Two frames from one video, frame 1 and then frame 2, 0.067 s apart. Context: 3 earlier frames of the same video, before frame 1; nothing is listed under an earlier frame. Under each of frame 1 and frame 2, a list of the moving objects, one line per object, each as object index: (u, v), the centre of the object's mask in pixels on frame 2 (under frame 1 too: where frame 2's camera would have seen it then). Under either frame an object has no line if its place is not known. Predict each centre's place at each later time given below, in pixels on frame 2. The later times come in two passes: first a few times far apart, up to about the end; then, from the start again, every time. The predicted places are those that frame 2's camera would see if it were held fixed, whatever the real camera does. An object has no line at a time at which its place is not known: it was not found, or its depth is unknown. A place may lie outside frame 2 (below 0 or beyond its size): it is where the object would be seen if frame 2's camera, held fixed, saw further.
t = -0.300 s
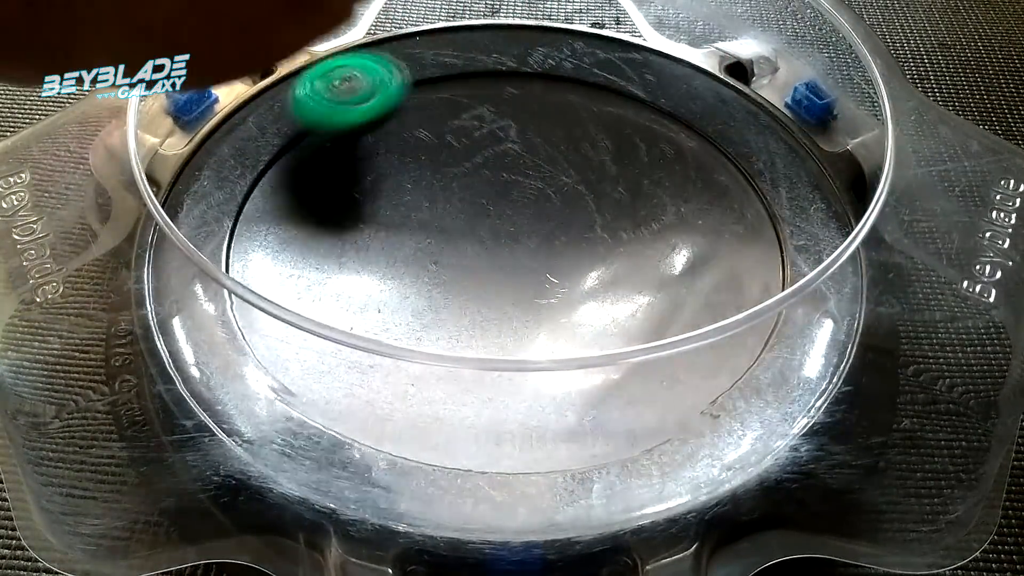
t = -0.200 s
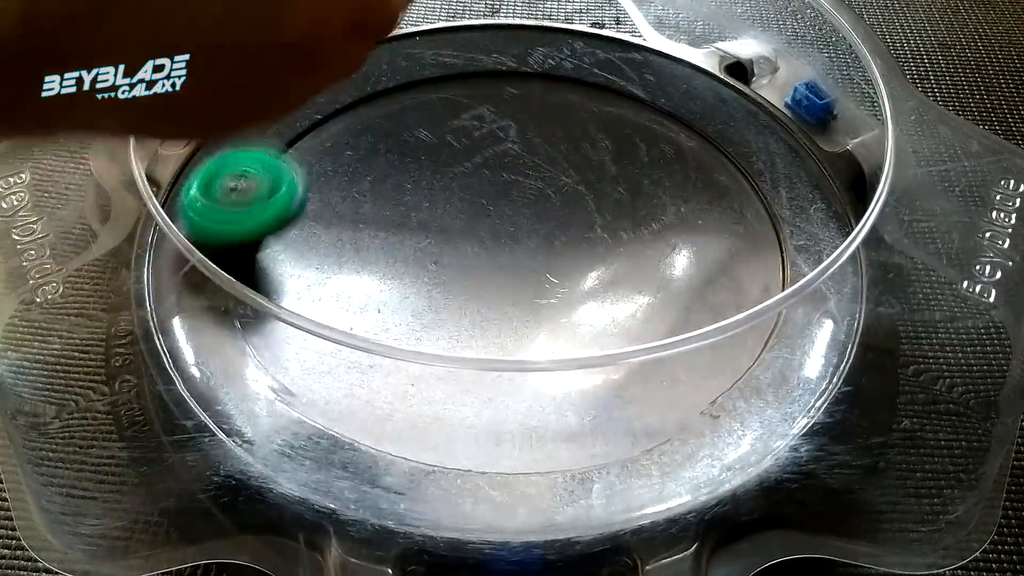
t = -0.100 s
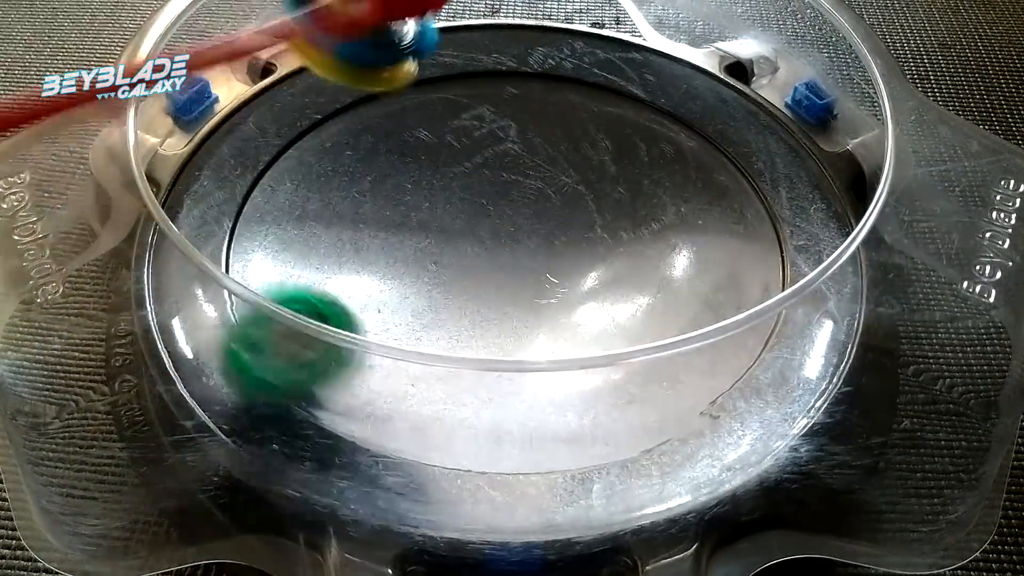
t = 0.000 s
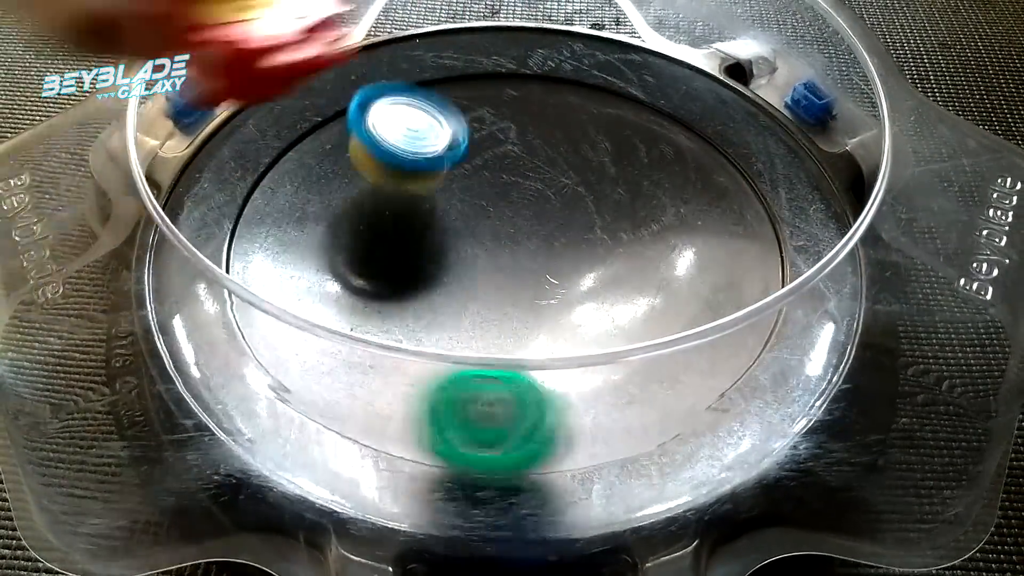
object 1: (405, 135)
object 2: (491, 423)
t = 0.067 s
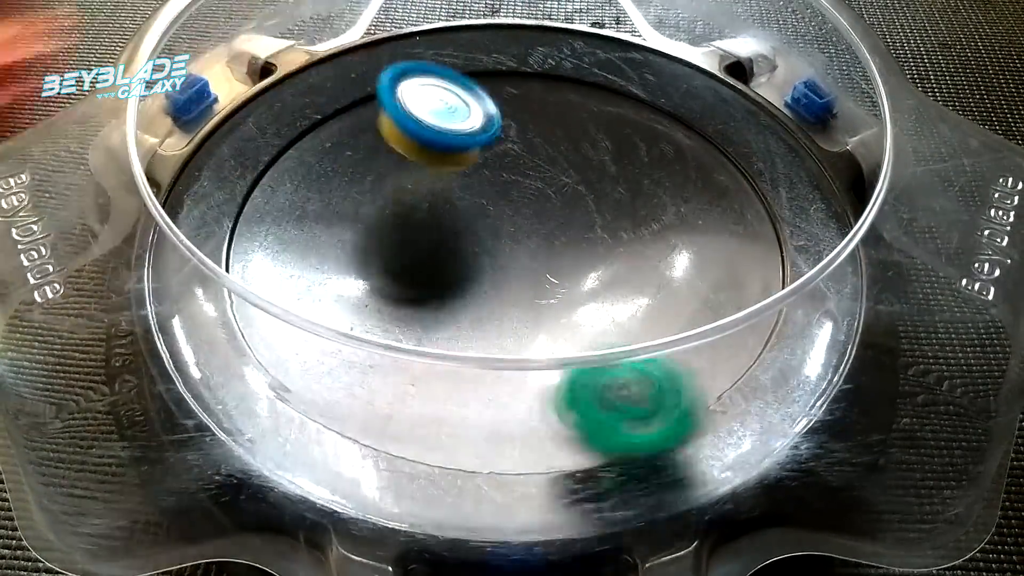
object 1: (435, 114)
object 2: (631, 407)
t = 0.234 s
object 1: (512, 151)
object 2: (771, 246)
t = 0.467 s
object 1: (537, 204)
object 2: (625, 69)
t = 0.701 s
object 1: (468, 216)
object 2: (316, 98)
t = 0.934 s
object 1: (417, 172)
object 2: (292, 352)
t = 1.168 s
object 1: (446, 147)
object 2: (669, 395)
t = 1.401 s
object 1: (478, 177)
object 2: (761, 175)
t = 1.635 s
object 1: (501, 225)
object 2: (545, 48)
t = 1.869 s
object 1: (540, 203)
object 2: (289, 121)
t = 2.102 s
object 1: (520, 148)
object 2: (283, 344)
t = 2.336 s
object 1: (476, 146)
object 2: (646, 404)
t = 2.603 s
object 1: (543, 230)
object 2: (756, 163)
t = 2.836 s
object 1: (570, 228)
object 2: (534, 48)
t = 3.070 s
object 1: (517, 181)
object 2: (304, 108)
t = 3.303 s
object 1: (507, 196)
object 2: (269, 299)
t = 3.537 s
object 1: (538, 259)
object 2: (591, 403)
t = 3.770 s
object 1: (582, 241)
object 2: (748, 207)
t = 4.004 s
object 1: (504, 230)
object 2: (612, 67)
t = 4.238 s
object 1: (460, 253)
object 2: (403, 61)
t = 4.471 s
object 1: (511, 257)
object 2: (272, 194)
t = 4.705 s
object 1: (523, 245)
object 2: (411, 367)
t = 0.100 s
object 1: (453, 133)
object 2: (687, 389)
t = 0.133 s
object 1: (470, 140)
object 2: (724, 355)
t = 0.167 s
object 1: (485, 145)
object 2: (753, 323)
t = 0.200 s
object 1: (499, 141)
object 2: (764, 281)
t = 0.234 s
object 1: (512, 151)
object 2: (771, 246)
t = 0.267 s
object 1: (524, 160)
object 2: (776, 218)
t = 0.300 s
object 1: (532, 168)
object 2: (766, 187)
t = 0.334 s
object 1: (538, 175)
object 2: (750, 157)
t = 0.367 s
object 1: (541, 180)
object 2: (726, 130)
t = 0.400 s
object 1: (542, 197)
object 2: (698, 106)
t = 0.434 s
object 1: (541, 202)
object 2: (665, 85)
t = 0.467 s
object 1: (537, 204)
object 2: (625, 69)
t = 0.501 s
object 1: (531, 205)
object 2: (583, 57)
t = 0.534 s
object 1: (523, 222)
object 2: (539, 48)
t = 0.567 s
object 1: (512, 208)
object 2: (493, 46)
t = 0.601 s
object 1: (500, 207)
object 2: (447, 48)
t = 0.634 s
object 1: (487, 224)
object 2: (399, 60)
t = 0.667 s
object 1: (477, 216)
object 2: (357, 75)
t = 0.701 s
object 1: (468, 216)
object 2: (316, 98)
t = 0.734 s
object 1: (457, 208)
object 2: (282, 124)
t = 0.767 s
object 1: (445, 207)
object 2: (257, 156)
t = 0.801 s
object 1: (436, 203)
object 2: (241, 193)
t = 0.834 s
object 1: (428, 191)
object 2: (242, 227)
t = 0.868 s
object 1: (421, 188)
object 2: (245, 268)
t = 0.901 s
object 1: (419, 179)
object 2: (261, 312)
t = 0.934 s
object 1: (417, 172)
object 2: (292, 352)
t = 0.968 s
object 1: (417, 166)
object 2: (333, 386)
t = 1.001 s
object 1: (419, 163)
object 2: (388, 405)
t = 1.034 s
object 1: (423, 158)
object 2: (446, 417)
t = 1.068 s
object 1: (428, 153)
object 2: (506, 421)
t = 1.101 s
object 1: (433, 149)
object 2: (565, 420)
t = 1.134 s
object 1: (439, 148)
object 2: (621, 409)
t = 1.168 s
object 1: (446, 147)
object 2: (669, 395)
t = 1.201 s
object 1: (452, 144)
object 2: (705, 367)
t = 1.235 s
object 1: (459, 146)
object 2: (732, 333)
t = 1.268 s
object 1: (464, 146)
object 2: (753, 300)
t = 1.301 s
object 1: (468, 154)
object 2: (758, 262)
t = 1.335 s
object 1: (471, 157)
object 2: (772, 235)
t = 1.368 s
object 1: (474, 168)
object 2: (774, 204)
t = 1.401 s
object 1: (478, 177)
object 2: (761, 175)
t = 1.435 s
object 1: (482, 186)
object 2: (742, 147)
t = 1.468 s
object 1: (484, 189)
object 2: (718, 122)
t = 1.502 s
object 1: (487, 202)
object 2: (690, 99)
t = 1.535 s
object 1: (489, 209)
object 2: (656, 82)
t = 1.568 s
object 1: (492, 216)
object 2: (620, 67)
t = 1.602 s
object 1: (495, 224)
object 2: (582, 56)
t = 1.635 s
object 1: (501, 225)
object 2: (545, 48)
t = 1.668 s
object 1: (506, 227)
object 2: (503, 47)
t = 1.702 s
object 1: (512, 222)
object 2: (462, 48)
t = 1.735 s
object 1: (518, 224)
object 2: (422, 53)
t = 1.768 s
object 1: (525, 218)
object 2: (385, 65)
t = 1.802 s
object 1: (530, 218)
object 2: (348, 81)
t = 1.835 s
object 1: (536, 207)
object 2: (315, 98)
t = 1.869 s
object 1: (540, 203)
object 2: (289, 121)
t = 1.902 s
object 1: (544, 196)
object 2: (264, 149)
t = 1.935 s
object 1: (544, 182)
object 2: (247, 175)
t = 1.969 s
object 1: (543, 177)
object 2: (238, 207)
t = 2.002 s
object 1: (542, 170)
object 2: (244, 234)
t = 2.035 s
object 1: (537, 160)
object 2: (247, 271)
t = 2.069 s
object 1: (528, 153)
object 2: (258, 309)
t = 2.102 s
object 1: (520, 148)
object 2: (283, 344)
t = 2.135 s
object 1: (512, 143)
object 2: (315, 378)
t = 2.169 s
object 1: (506, 141)
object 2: (365, 398)
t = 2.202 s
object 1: (499, 139)
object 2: (418, 414)
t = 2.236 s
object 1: (492, 139)
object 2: (475, 423)
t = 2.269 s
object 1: (484, 139)
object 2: (535, 424)
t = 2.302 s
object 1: (478, 141)
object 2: (593, 417)
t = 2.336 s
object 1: (476, 146)
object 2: (646, 404)
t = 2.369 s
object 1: (477, 153)
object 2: (694, 388)
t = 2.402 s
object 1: (482, 162)
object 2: (729, 354)
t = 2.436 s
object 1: (490, 174)
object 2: (756, 324)
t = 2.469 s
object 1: (501, 186)
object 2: (766, 285)
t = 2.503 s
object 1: (512, 199)
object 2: (770, 249)
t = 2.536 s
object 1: (523, 211)
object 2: (778, 223)
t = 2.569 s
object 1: (533, 217)
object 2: (771, 192)
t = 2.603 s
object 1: (543, 230)
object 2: (756, 163)
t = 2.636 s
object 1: (555, 238)
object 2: (735, 136)
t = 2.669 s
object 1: (565, 241)
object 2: (707, 111)
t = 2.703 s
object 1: (573, 243)
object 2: (676, 91)
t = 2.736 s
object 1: (578, 244)
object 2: (642, 75)
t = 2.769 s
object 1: (581, 240)
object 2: (607, 62)
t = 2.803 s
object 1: (577, 234)
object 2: (571, 53)
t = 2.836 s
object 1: (570, 228)
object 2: (534, 48)
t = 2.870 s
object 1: (563, 222)
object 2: (498, 45)
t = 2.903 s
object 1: (556, 214)
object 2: (461, 48)
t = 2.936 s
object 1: (549, 205)
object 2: (426, 54)
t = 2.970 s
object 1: (540, 197)
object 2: (391, 63)
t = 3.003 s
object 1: (531, 190)
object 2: (359, 75)
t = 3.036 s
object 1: (524, 184)
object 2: (330, 91)
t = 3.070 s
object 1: (517, 181)
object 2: (304, 108)
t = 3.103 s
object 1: (510, 177)
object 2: (281, 128)
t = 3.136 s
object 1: (506, 177)
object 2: (261, 153)
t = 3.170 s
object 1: (504, 179)
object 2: (247, 178)
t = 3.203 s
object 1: (504, 179)
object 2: (241, 208)
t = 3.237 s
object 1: (505, 181)
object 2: (247, 233)
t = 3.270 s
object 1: (506, 189)
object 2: (252, 267)
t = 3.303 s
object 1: (507, 196)
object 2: (269, 299)
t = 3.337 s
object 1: (508, 207)
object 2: (295, 335)
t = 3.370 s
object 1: (509, 219)
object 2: (328, 365)
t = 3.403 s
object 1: (512, 230)
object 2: (371, 393)
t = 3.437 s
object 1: (515, 241)
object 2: (424, 406)
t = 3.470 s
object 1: (520, 250)
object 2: (481, 413)
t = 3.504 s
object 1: (528, 256)
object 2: (537, 410)
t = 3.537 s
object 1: (538, 259)
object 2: (591, 403)
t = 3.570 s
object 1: (549, 264)
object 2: (632, 372)
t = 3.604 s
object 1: (558, 268)
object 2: (675, 353)
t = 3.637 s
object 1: (564, 266)
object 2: (701, 320)
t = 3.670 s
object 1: (570, 262)
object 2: (717, 286)
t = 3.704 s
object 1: (575, 255)
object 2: (738, 263)
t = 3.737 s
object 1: (579, 248)
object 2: (747, 235)
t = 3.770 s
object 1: (582, 241)
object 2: (748, 207)
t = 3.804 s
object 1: (580, 236)
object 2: (745, 179)
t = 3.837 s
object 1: (573, 232)
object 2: (735, 151)
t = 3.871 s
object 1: (562, 229)
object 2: (719, 126)
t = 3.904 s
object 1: (549, 227)
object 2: (696, 106)
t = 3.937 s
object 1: (534, 228)
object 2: (669, 89)
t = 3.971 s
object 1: (519, 228)
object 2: (641, 76)
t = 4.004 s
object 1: (504, 230)
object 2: (612, 67)
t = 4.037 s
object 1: (491, 232)
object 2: (583, 59)
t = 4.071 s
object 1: (482, 234)
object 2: (553, 52)
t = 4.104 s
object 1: (472, 237)
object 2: (523, 49)
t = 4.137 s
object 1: (467, 240)
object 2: (493, 47)
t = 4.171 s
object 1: (463, 243)
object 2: (462, 49)
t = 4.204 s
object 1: (461, 247)
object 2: (433, 53)
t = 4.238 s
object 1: (460, 253)
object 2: (403, 61)
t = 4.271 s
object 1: (461, 256)
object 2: (375, 71)
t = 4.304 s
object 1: (466, 257)
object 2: (350, 84)
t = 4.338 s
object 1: (472, 258)
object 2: (326, 100)
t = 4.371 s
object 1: (483, 258)
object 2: (306, 121)
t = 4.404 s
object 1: (494, 257)
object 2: (291, 143)
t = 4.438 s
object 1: (504, 257)
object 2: (280, 167)
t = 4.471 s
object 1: (511, 257)
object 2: (272, 194)
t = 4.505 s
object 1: (519, 258)
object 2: (272, 222)
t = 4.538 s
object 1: (525, 257)
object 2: (281, 249)
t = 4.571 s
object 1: (531, 257)
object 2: (300, 271)
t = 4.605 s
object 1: (533, 255)
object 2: (316, 302)
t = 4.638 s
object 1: (530, 252)
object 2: (341, 327)
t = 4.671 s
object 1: (527, 248)
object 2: (371, 353)
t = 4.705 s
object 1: (523, 245)
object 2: (411, 367)
